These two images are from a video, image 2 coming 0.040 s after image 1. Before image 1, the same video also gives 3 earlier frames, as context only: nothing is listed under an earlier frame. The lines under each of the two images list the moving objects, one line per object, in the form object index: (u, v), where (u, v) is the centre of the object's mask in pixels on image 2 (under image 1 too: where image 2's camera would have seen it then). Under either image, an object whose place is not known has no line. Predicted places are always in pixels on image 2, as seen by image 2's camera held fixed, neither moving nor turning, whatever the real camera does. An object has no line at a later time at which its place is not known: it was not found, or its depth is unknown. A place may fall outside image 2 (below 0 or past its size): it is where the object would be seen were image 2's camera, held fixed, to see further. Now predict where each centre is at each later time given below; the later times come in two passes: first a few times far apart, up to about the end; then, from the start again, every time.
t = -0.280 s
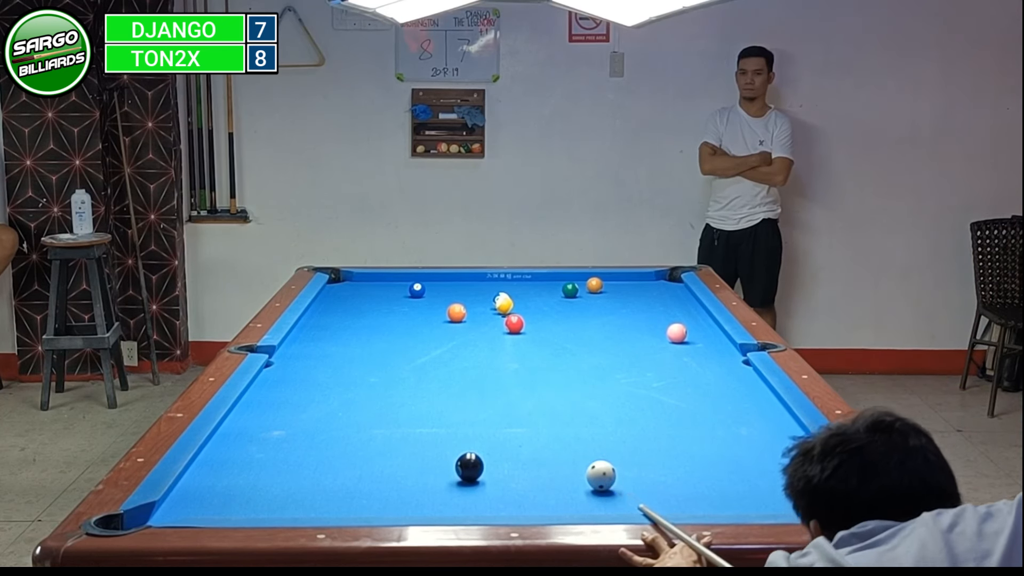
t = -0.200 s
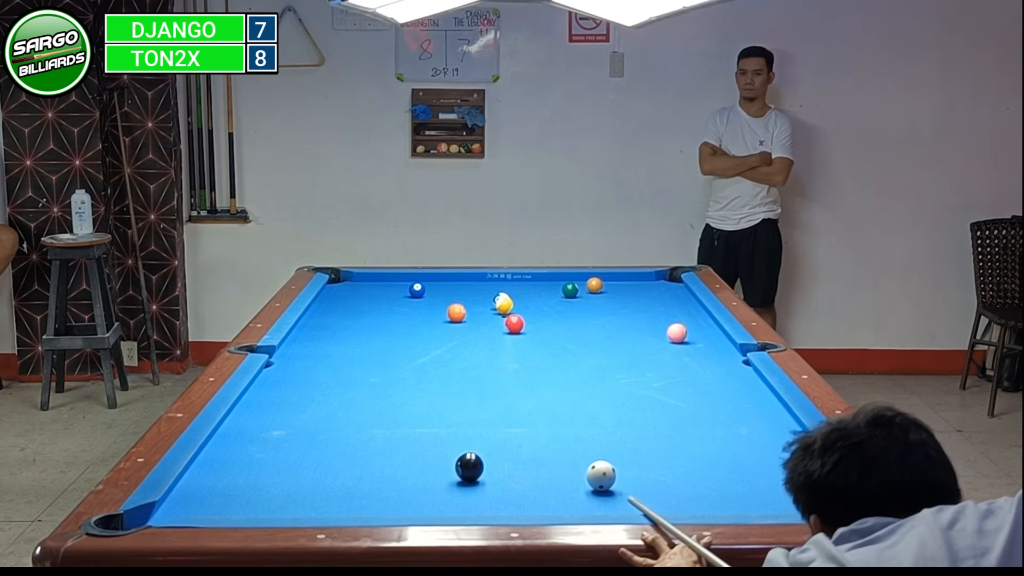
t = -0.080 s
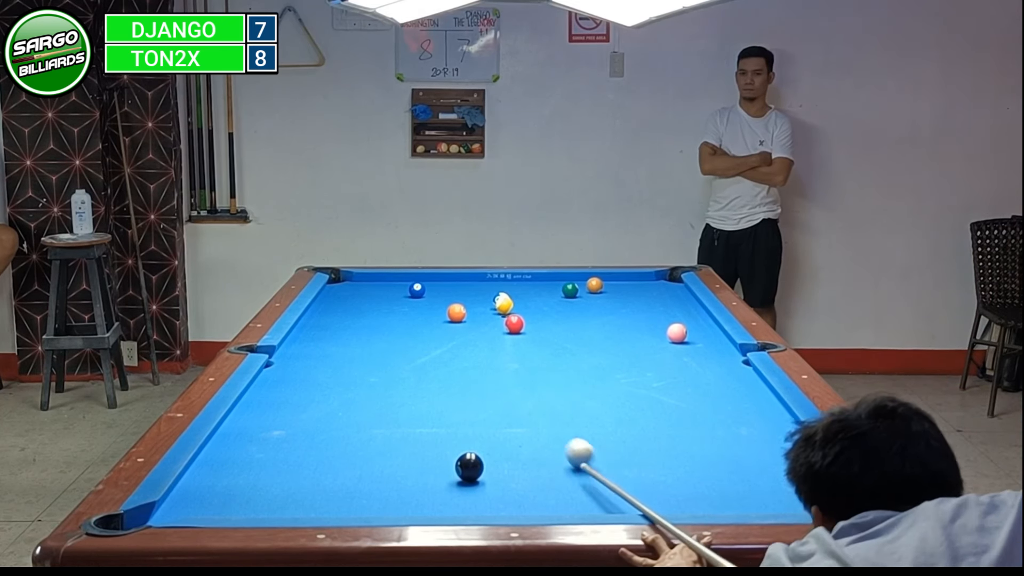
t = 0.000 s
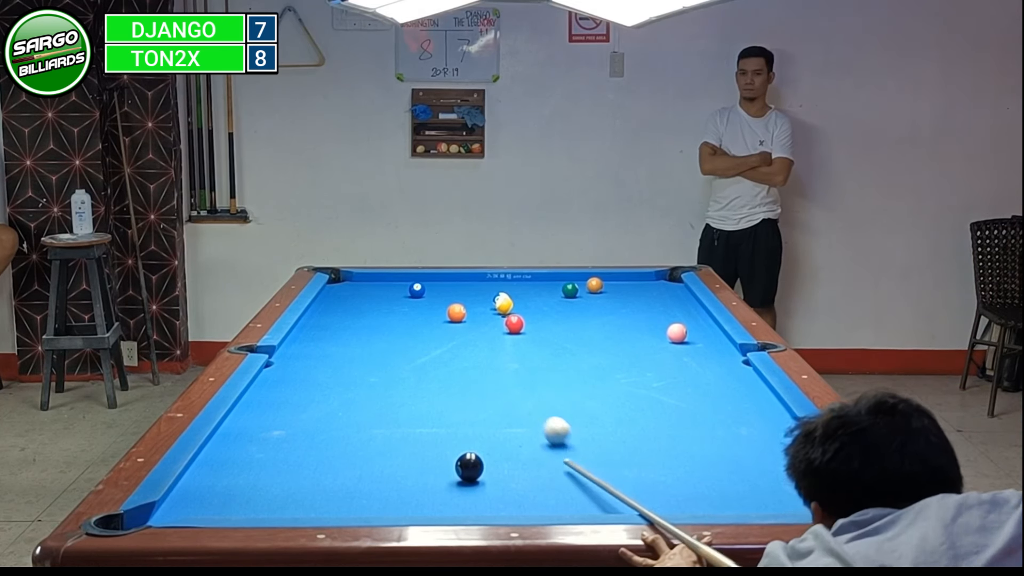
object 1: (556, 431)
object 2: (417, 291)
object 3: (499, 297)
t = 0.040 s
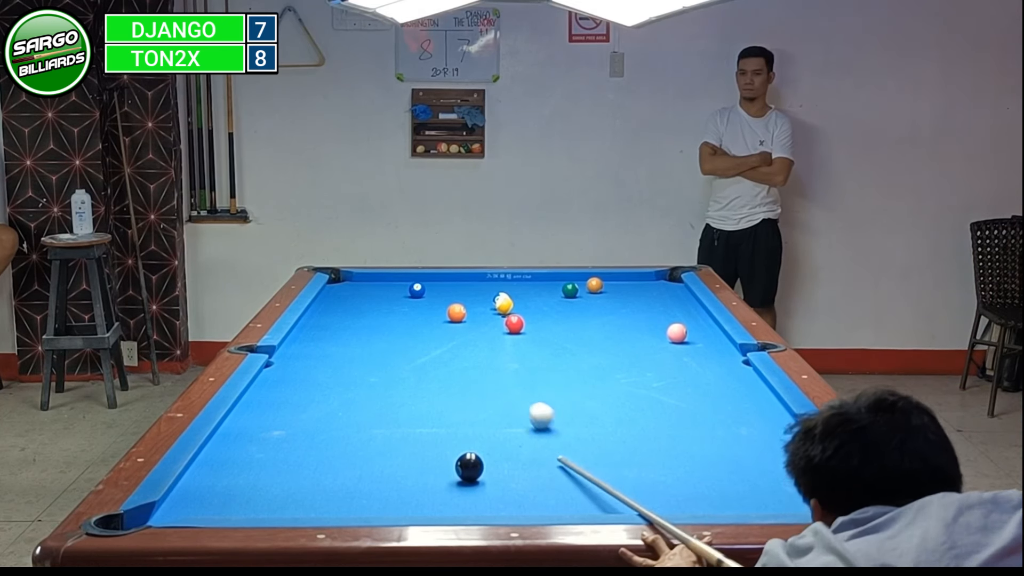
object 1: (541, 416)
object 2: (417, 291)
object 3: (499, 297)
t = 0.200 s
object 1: (503, 380)
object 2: (417, 291)
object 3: (499, 297)
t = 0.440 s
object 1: (457, 336)
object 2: (417, 290)
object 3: (499, 297)
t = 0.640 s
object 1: (427, 308)
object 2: (417, 290)
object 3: (499, 297)
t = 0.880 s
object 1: (375, 289)
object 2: (438, 281)
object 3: (499, 296)
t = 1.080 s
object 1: (336, 283)
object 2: (454, 280)
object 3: (499, 297)
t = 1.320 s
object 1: (372, 278)
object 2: (469, 288)
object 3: (499, 296)
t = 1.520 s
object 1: (392, 277)
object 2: (481, 294)
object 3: (499, 297)
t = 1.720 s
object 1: (404, 278)
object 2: (489, 299)
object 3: (507, 296)
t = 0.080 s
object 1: (532, 408)
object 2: (417, 291)
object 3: (499, 297)
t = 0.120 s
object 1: (523, 399)
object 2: (417, 291)
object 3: (499, 297)
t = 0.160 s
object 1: (511, 387)
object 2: (417, 291)
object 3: (499, 297)
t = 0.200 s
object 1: (503, 380)
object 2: (417, 291)
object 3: (499, 297)
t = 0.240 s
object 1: (492, 369)
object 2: (417, 291)
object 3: (499, 297)
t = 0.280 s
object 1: (485, 363)
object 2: (417, 291)
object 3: (499, 297)
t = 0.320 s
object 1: (478, 357)
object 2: (416, 291)
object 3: (499, 297)
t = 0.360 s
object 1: (469, 348)
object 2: (417, 291)
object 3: (499, 297)
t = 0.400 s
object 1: (463, 342)
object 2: (417, 291)
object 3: (499, 297)
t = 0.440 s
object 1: (457, 336)
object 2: (417, 290)
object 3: (499, 297)
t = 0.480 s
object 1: (449, 329)
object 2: (417, 290)
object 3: (499, 297)
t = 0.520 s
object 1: (444, 324)
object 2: (417, 291)
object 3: (499, 297)
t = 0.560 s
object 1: (436, 317)
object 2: (417, 290)
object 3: (499, 297)
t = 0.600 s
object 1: (432, 312)
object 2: (417, 290)
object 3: (499, 297)
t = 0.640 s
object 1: (427, 308)
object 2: (417, 290)
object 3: (499, 297)
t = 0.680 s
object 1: (421, 302)
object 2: (416, 289)
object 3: (499, 297)
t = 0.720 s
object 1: (416, 298)
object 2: (417, 287)
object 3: (499, 297)
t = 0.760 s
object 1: (412, 294)
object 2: (420, 288)
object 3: (499, 296)
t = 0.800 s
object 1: (399, 292)
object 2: (424, 288)
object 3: (499, 296)
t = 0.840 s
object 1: (389, 291)
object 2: (431, 285)
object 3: (499, 297)
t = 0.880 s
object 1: (375, 289)
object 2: (438, 281)
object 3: (499, 296)
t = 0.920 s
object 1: (366, 288)
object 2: (442, 279)
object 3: (499, 296)
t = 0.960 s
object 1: (357, 287)
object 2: (446, 277)
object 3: (499, 296)
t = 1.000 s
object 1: (345, 285)
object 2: (450, 278)
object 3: (499, 297)
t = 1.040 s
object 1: (337, 284)
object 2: (452, 279)
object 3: (499, 297)
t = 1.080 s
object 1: (336, 283)
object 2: (454, 280)
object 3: (499, 297)
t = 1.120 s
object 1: (345, 282)
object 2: (457, 282)
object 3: (499, 297)
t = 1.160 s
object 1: (350, 281)
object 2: (458, 284)
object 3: (499, 297)
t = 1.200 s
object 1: (357, 280)
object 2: (462, 285)
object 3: (499, 297)
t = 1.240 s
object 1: (361, 280)
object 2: (464, 286)
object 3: (499, 296)
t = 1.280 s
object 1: (365, 279)
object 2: (466, 286)
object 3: (499, 296)
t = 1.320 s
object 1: (372, 278)
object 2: (469, 288)
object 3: (499, 296)
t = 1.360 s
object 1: (376, 278)
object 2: (471, 290)
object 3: (499, 297)
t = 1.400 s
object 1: (380, 277)
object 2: (472, 290)
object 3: (499, 297)
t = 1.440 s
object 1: (386, 277)
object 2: (476, 292)
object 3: (499, 297)
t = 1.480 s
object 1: (389, 276)
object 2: (478, 293)
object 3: (499, 297)
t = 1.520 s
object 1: (392, 277)
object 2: (481, 294)
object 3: (499, 297)
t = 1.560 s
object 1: (395, 277)
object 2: (483, 295)
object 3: (499, 297)
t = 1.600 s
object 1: (397, 277)
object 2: (485, 297)
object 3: (499, 297)
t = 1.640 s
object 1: (400, 277)
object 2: (487, 298)
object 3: (499, 297)
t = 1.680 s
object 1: (402, 278)
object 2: (489, 299)
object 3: (499, 298)
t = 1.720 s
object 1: (404, 278)
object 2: (489, 299)
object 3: (507, 296)
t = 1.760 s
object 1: (407, 278)
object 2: (487, 300)
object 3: (513, 300)
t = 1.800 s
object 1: (409, 279)
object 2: (486, 301)
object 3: (515, 302)
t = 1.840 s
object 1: (412, 279)
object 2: (485, 301)
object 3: (517, 302)
